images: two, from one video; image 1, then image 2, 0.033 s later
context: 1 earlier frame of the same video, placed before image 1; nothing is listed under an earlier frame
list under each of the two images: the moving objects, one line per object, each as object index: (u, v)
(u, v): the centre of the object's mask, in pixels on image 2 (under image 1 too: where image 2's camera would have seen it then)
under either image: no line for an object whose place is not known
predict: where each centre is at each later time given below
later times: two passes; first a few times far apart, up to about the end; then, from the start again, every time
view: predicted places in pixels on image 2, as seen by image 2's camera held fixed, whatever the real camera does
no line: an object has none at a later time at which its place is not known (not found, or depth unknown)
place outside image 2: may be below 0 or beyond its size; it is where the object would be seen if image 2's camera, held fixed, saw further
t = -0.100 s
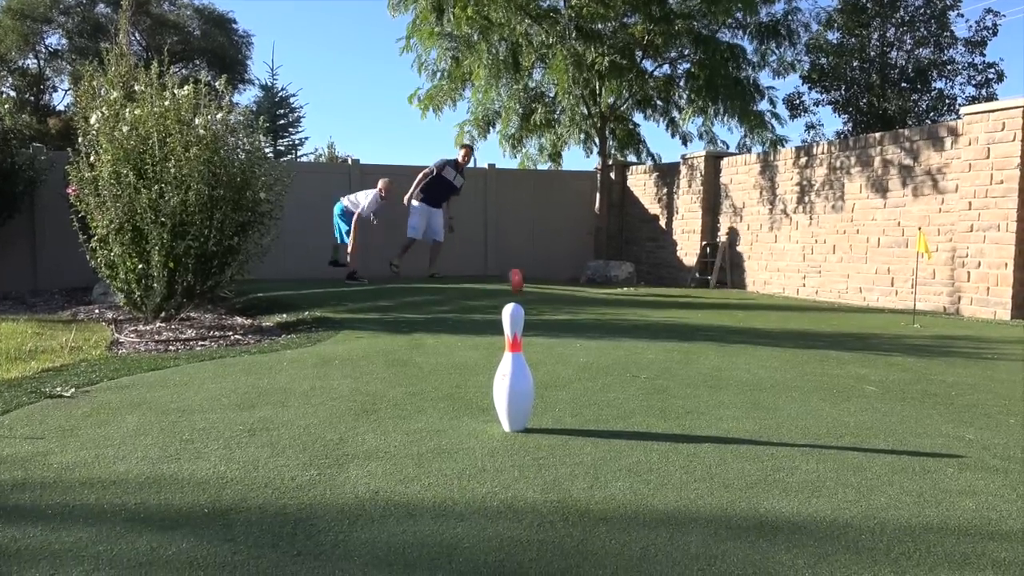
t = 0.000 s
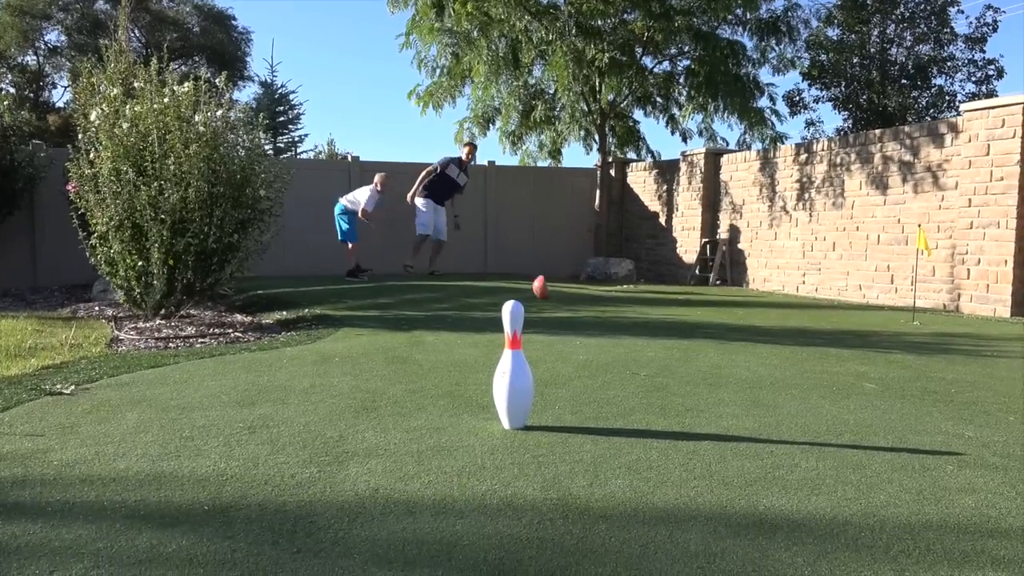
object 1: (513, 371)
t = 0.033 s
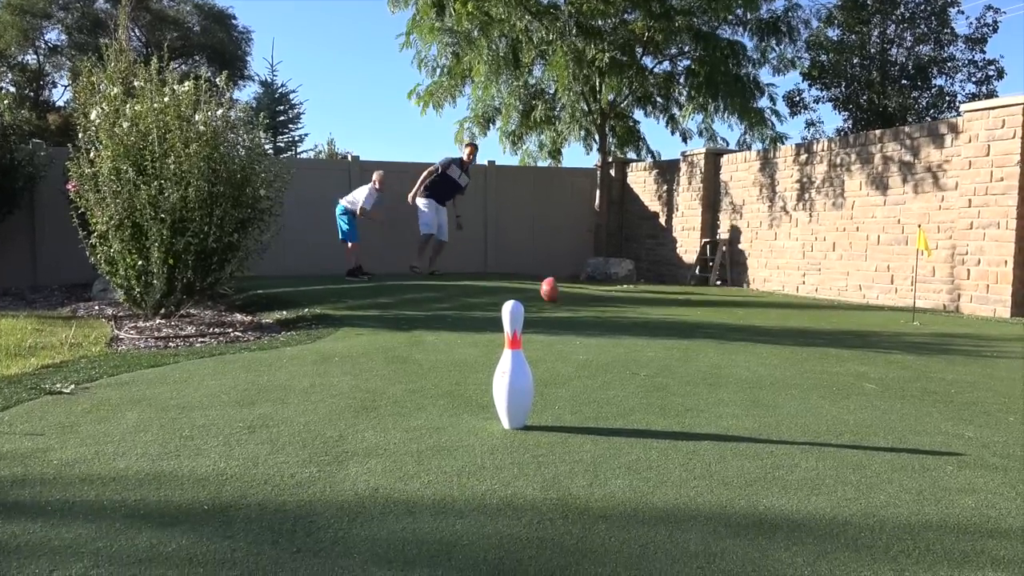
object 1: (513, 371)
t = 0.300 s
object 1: (513, 372)
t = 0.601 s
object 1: (513, 372)
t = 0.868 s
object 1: (513, 371)
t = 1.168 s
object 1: (513, 371)
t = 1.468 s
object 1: (461, 361)
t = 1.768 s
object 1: (386, 397)
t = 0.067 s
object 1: (513, 372)
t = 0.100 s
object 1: (513, 372)
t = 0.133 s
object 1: (513, 372)
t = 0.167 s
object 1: (513, 372)
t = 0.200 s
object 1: (513, 372)
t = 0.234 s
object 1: (513, 372)
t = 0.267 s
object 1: (513, 372)
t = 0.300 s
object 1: (513, 372)
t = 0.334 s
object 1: (513, 372)
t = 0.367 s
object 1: (513, 372)
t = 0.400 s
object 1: (513, 372)
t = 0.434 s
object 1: (513, 372)
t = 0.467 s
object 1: (513, 372)
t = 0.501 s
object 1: (513, 372)
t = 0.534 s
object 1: (513, 372)
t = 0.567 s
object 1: (513, 372)
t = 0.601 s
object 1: (513, 372)
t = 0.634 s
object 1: (513, 372)
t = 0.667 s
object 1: (513, 372)
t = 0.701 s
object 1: (513, 372)
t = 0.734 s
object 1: (513, 372)
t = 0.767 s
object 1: (513, 372)
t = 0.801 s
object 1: (513, 372)
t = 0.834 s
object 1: (513, 372)
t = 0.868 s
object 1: (513, 371)
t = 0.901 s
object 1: (513, 371)
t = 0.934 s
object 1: (513, 371)
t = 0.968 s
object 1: (513, 371)
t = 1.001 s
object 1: (513, 371)
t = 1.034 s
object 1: (513, 371)
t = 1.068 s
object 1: (513, 371)
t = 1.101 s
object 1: (513, 371)
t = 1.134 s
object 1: (513, 371)
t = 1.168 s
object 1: (513, 371)
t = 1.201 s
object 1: (513, 371)
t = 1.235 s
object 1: (513, 371)
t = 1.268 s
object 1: (513, 371)
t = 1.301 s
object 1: (513, 371)
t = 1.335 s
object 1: (507, 371)
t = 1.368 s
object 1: (495, 370)
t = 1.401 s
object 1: (483, 370)
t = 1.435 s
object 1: (473, 368)
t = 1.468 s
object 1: (461, 361)
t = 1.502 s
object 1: (449, 356)
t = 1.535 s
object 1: (438, 359)
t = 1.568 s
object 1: (433, 373)
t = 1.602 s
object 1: (424, 385)
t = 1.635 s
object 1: (416, 396)
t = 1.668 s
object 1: (406, 405)
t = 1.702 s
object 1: (399, 400)
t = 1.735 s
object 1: (393, 397)
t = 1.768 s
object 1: (386, 397)
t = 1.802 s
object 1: (379, 399)
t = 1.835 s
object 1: (375, 400)
